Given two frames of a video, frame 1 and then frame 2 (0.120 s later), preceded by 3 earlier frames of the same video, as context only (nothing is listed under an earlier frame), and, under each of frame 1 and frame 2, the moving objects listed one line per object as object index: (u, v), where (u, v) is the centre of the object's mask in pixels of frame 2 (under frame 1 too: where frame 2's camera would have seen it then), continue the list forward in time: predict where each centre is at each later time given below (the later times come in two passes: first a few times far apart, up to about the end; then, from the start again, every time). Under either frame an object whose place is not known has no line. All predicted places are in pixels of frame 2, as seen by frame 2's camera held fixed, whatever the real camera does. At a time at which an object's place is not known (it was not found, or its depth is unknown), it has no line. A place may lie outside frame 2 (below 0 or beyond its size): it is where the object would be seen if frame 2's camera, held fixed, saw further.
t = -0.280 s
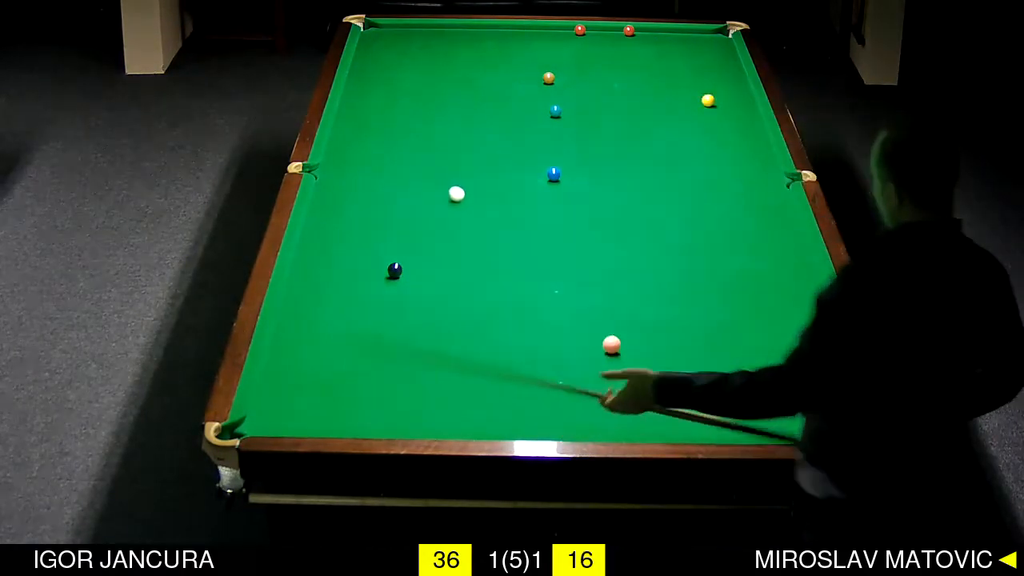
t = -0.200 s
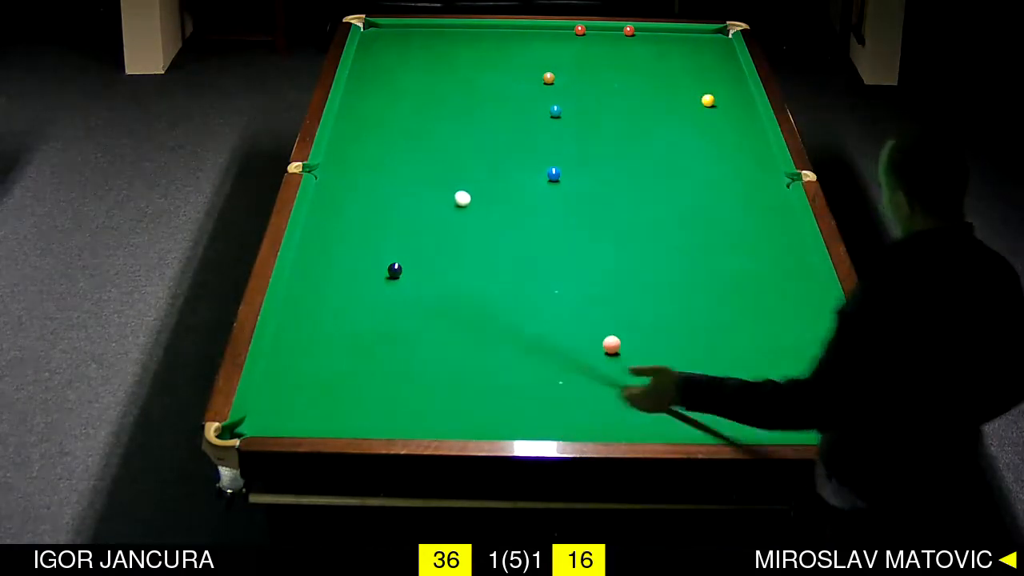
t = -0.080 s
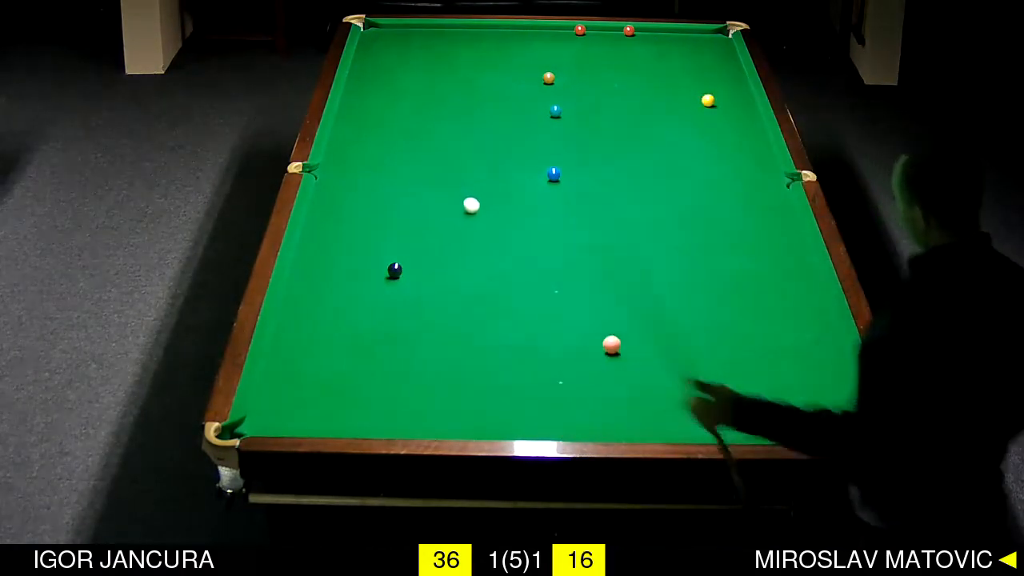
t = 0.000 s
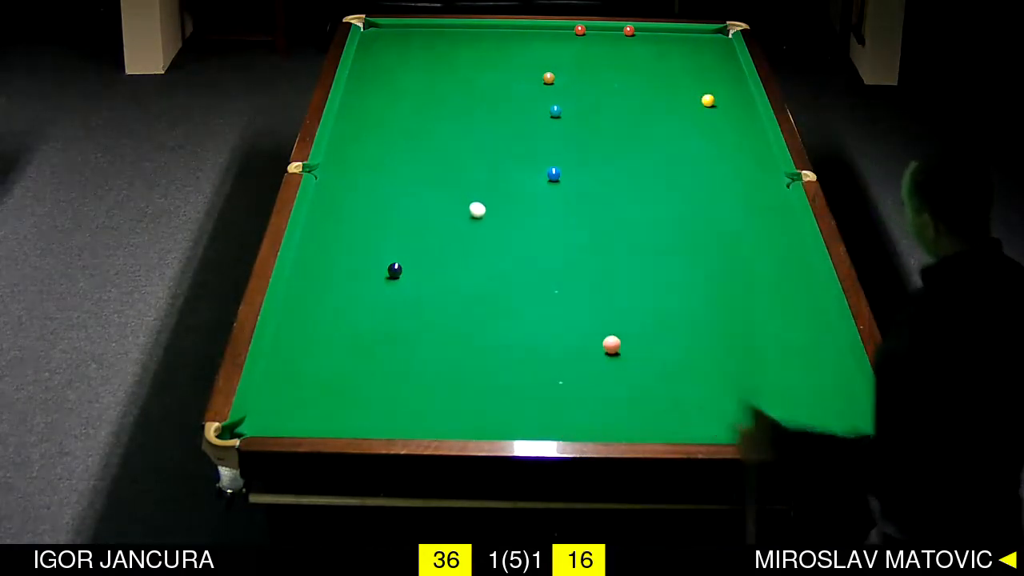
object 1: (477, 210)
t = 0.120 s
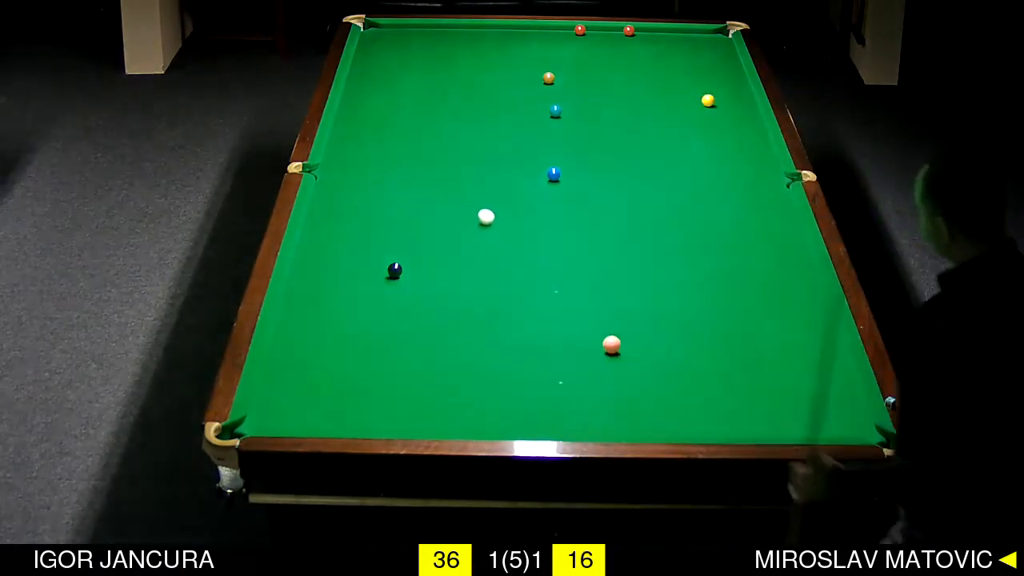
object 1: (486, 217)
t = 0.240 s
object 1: (494, 224)
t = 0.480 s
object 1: (512, 237)
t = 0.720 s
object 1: (529, 251)
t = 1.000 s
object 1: (549, 266)
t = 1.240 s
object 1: (566, 278)
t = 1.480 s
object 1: (582, 291)
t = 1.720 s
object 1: (598, 302)
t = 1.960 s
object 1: (613, 314)
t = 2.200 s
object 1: (628, 325)
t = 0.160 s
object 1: (489, 219)
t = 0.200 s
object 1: (491, 221)
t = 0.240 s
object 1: (494, 224)
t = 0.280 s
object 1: (497, 226)
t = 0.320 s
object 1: (500, 228)
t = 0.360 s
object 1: (503, 230)
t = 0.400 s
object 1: (506, 232)
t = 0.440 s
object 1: (509, 235)
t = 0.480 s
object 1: (512, 237)
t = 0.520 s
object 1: (515, 239)
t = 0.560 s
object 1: (518, 242)
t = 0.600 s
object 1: (521, 244)
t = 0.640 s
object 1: (524, 246)
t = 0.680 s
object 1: (526, 248)
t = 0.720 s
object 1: (529, 251)
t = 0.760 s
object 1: (532, 253)
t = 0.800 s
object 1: (535, 255)
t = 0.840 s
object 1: (538, 257)
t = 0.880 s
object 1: (541, 259)
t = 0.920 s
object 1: (544, 261)
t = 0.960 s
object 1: (546, 263)
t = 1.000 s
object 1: (549, 266)
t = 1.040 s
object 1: (552, 268)
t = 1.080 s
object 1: (555, 270)
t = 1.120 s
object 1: (558, 272)
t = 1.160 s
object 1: (560, 274)
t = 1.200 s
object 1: (563, 276)
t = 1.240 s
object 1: (566, 278)
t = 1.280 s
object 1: (569, 280)
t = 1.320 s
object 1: (571, 283)
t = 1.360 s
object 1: (574, 284)
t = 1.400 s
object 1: (577, 287)
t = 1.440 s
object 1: (579, 289)
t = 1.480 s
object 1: (582, 291)
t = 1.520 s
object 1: (585, 293)
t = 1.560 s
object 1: (587, 295)
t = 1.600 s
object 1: (590, 297)
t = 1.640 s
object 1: (593, 299)
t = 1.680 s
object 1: (595, 301)
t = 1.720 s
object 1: (598, 302)
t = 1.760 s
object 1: (600, 305)
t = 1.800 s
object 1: (603, 306)
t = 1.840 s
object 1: (605, 308)
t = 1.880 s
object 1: (608, 310)
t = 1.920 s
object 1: (611, 312)
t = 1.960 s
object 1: (613, 314)
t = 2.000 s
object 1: (616, 316)
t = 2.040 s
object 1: (618, 318)
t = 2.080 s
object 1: (621, 320)
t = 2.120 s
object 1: (623, 321)
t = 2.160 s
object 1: (625, 323)
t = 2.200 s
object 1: (628, 325)
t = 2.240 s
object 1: (630, 327)
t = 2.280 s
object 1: (632, 329)
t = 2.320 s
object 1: (635, 331)
